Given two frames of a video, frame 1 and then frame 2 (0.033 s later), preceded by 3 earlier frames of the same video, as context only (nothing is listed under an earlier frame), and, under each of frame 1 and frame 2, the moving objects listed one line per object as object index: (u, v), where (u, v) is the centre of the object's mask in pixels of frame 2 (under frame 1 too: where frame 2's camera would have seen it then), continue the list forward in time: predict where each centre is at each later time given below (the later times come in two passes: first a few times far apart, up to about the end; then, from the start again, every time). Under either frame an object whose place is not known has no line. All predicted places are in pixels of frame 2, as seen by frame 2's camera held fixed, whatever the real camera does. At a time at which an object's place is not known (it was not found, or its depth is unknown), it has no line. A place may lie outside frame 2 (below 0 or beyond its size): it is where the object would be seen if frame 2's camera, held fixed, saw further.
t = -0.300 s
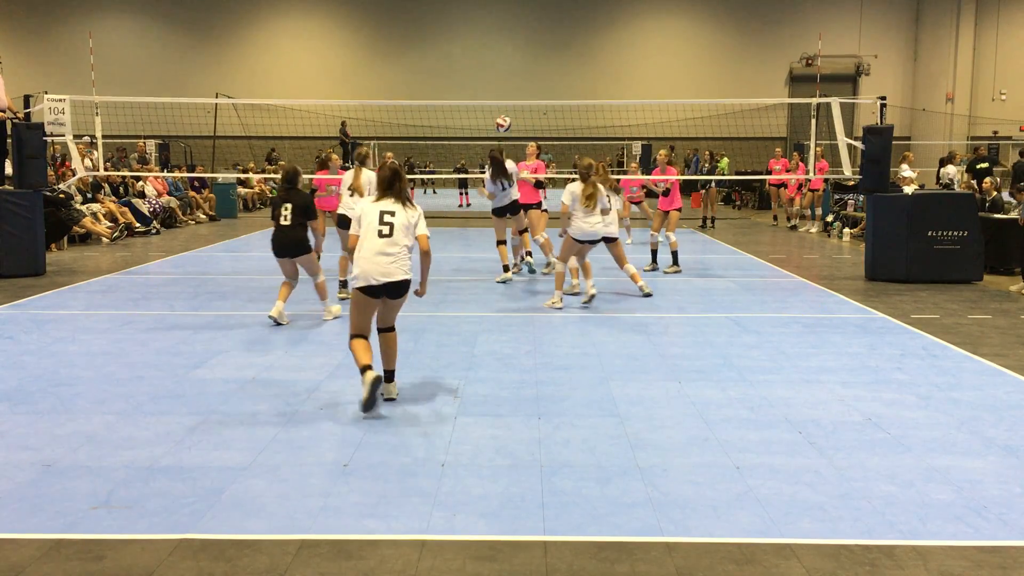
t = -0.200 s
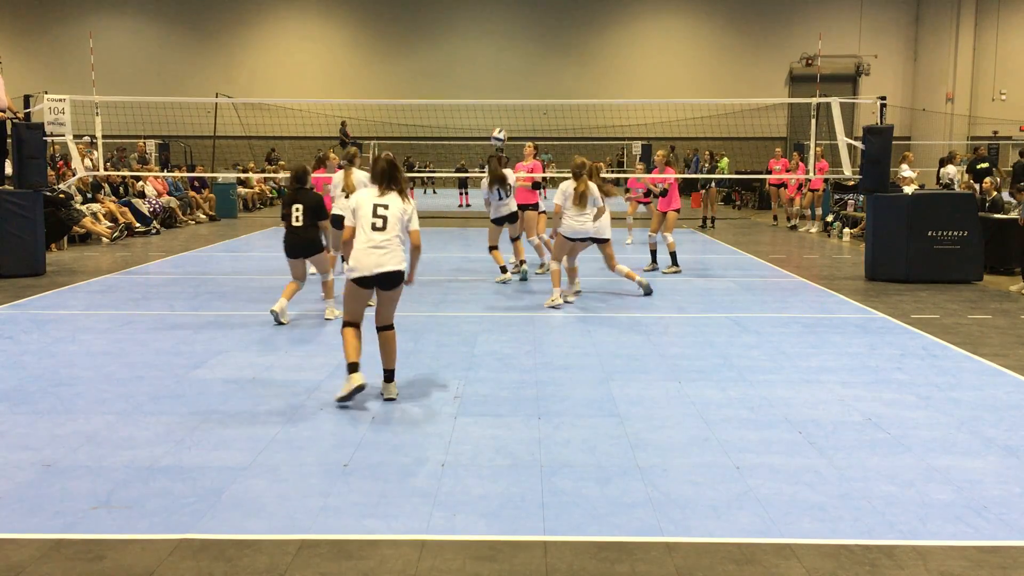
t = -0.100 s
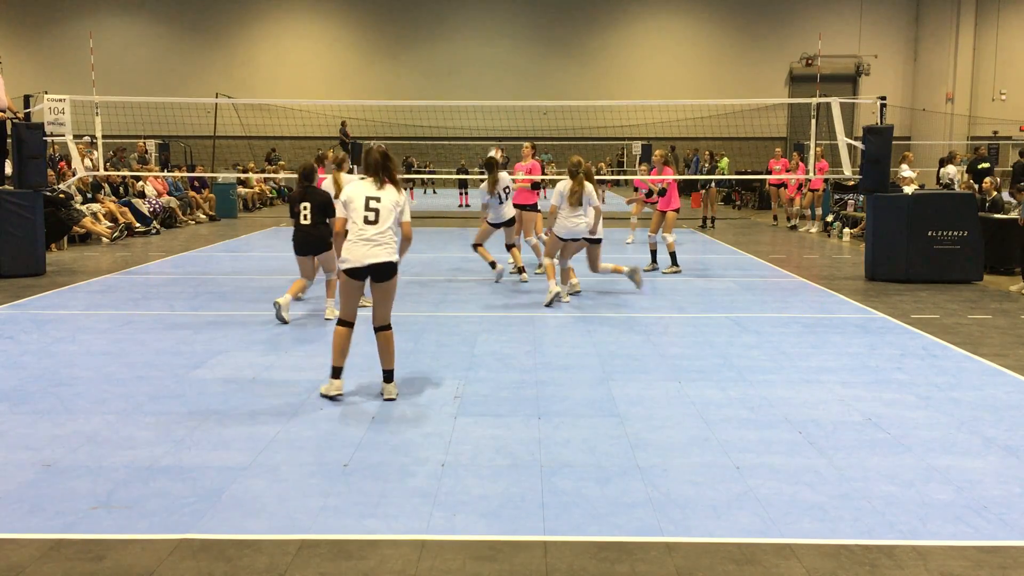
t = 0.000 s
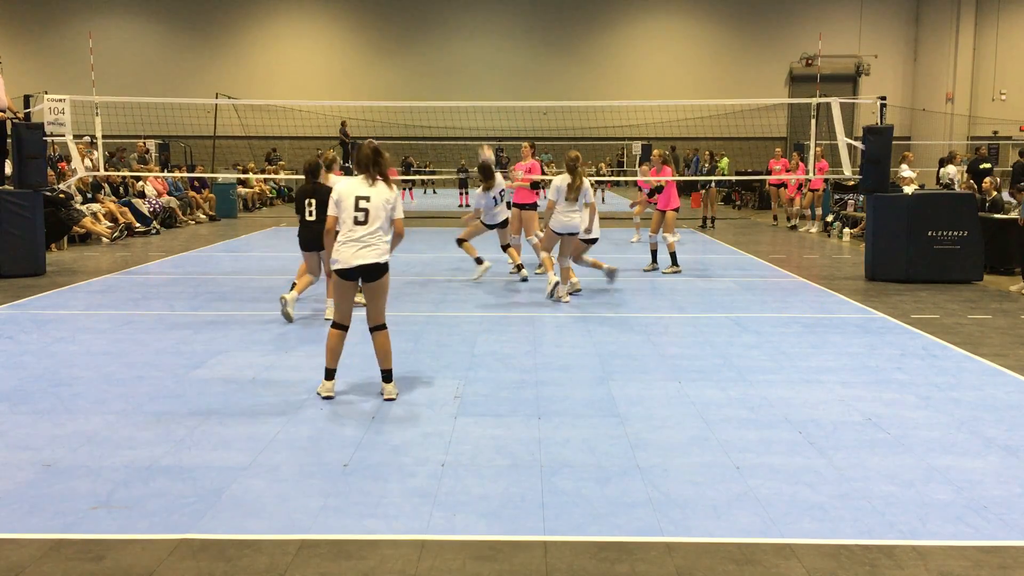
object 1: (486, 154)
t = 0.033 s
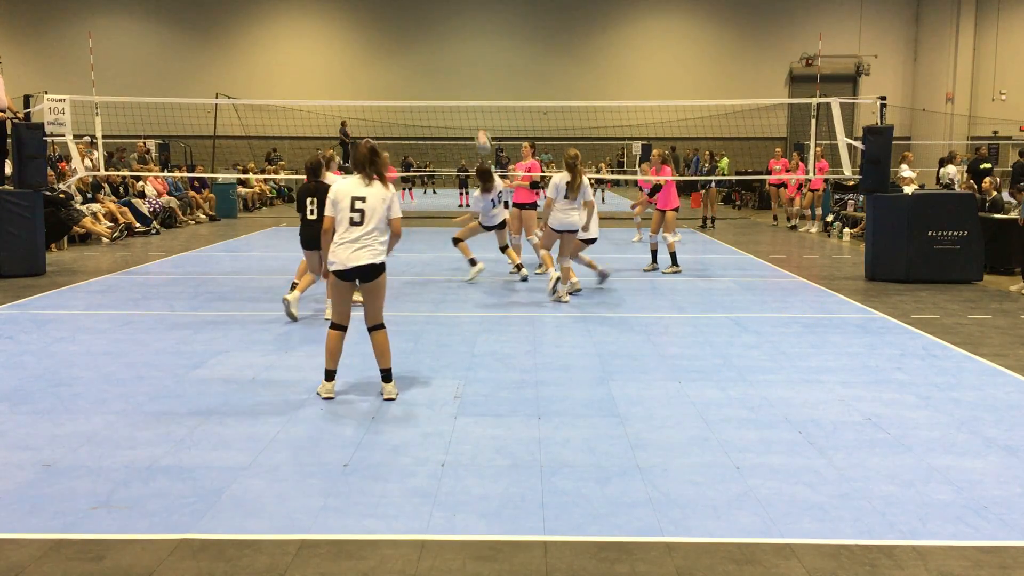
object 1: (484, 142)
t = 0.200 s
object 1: (465, 81)
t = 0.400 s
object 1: (442, 38)
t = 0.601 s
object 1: (418, 26)
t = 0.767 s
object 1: (399, 40)
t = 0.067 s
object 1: (480, 127)
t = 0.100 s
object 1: (476, 116)
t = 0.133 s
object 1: (472, 102)
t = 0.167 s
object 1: (468, 92)
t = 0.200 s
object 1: (465, 81)
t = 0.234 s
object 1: (461, 73)
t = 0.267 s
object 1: (457, 63)
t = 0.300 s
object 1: (453, 56)
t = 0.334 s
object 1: (450, 49)
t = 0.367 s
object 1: (446, 43)
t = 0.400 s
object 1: (442, 38)
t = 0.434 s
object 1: (437, 33)
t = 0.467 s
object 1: (433, 30)
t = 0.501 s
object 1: (430, 28)
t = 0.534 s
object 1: (427, 26)
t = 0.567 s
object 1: (422, 25)
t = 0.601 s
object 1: (418, 26)
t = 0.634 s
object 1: (414, 27)
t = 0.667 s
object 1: (411, 29)
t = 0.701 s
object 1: (407, 32)
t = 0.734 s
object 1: (403, 35)
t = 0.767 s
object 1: (399, 40)
